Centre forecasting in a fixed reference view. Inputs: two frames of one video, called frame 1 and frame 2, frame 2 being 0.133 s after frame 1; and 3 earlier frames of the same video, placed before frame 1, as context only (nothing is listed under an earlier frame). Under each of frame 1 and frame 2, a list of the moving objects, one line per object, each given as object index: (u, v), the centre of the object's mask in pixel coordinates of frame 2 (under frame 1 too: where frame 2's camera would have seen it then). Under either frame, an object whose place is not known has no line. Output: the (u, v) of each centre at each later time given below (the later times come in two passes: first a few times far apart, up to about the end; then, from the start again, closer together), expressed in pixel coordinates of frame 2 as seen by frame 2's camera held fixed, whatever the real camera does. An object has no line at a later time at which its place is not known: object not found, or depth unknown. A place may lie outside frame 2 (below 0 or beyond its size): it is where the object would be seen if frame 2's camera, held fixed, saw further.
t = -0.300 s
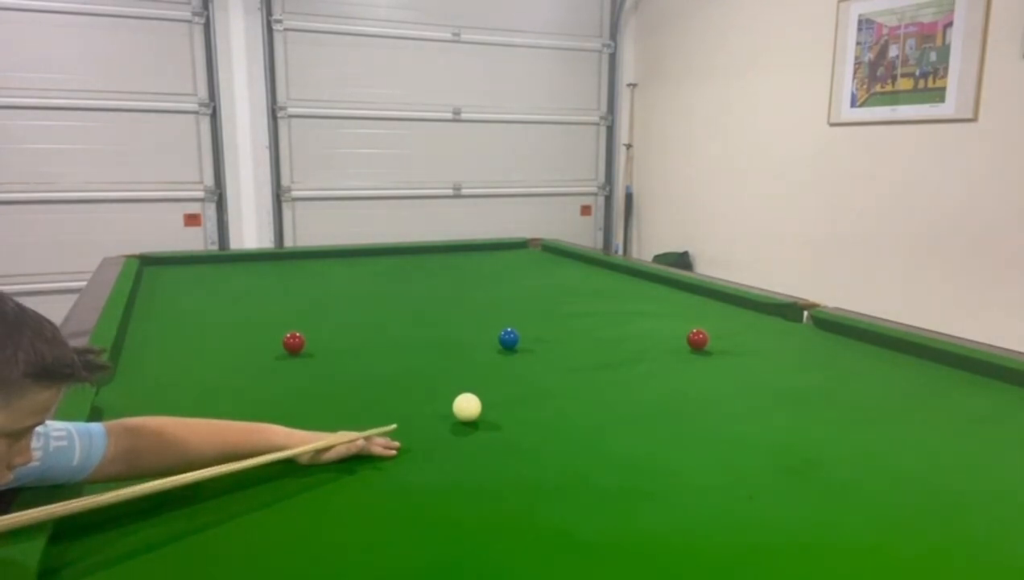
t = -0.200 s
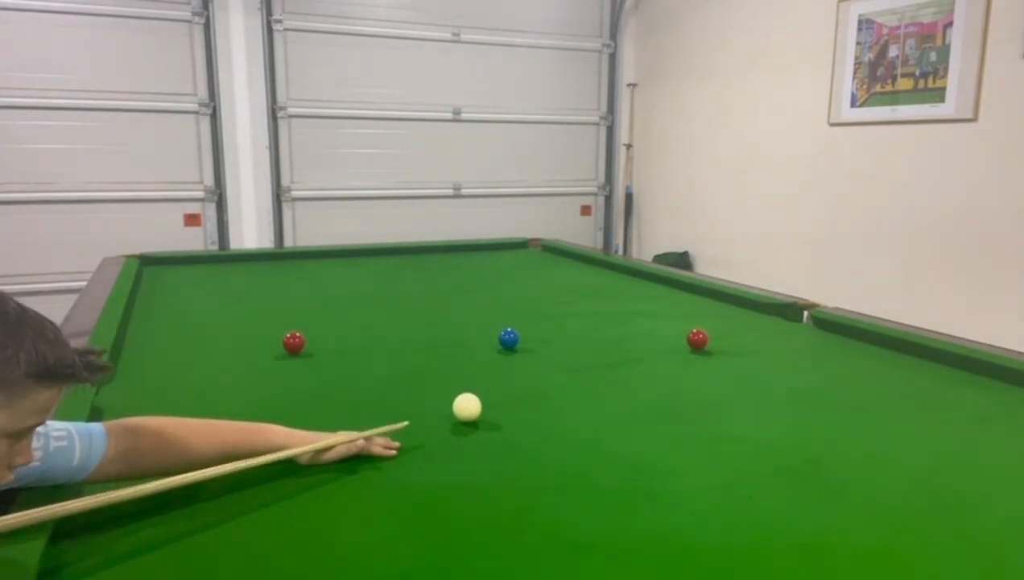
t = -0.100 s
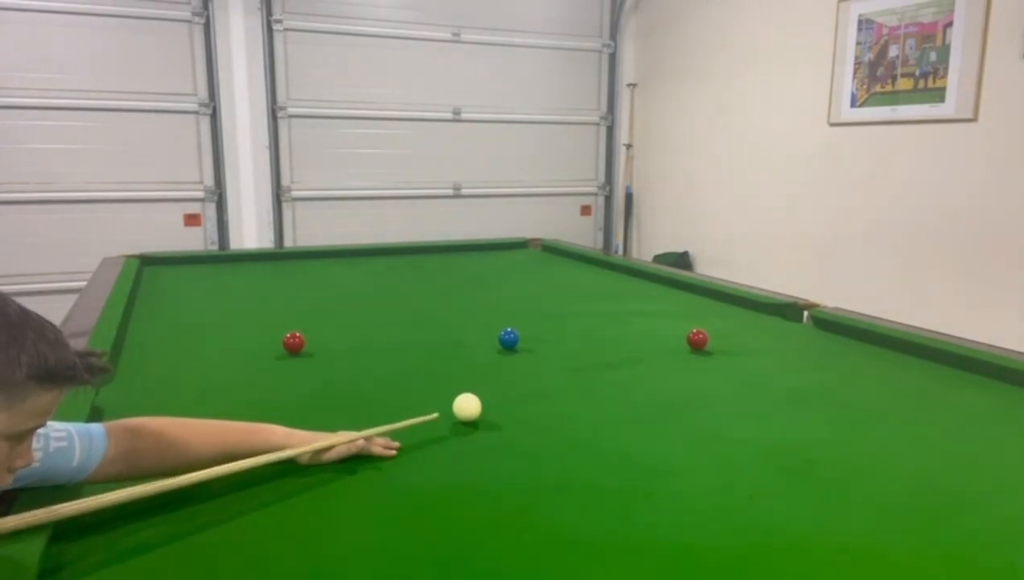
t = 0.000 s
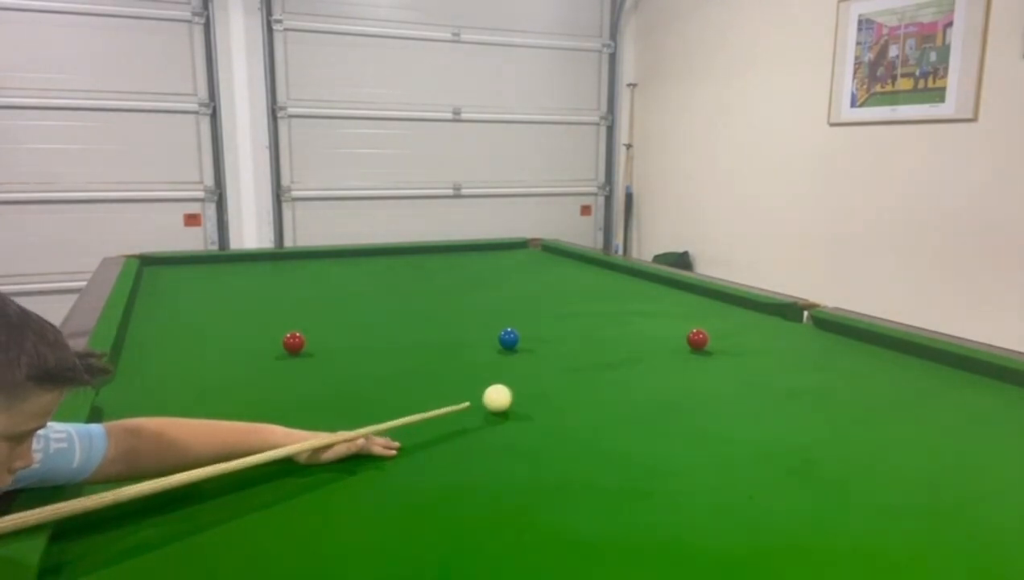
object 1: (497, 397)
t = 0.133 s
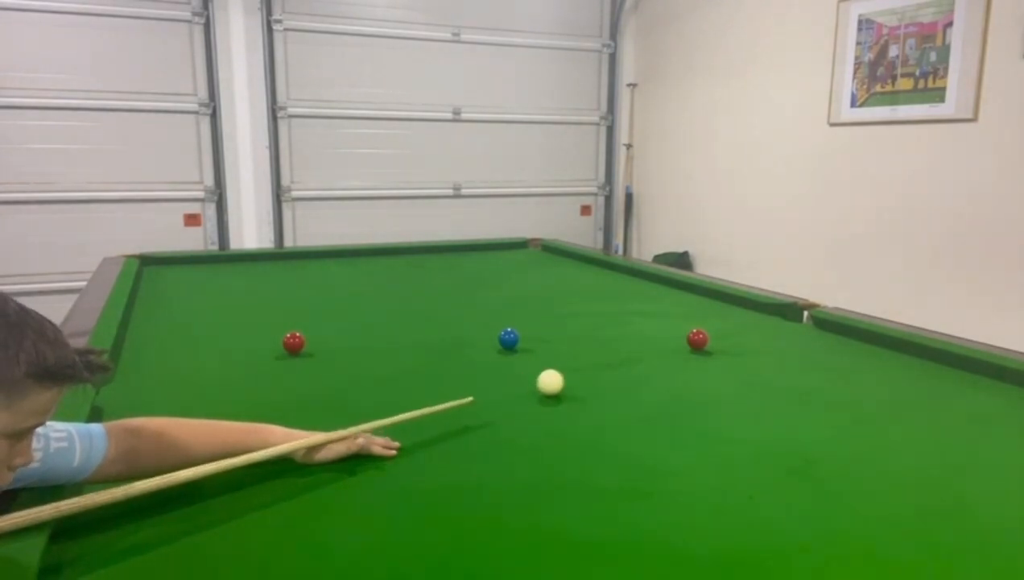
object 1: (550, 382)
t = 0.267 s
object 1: (591, 370)
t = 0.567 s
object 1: (667, 347)
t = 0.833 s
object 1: (692, 340)
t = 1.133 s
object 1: (705, 336)
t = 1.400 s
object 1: (715, 333)
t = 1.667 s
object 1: (724, 331)
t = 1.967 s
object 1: (733, 330)
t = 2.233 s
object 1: (738, 329)
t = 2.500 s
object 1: (742, 328)
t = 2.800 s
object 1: (743, 328)
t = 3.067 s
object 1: (743, 328)
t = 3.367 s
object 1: (743, 328)
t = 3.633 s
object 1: (743, 328)
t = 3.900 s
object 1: (743, 328)
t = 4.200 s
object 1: (743, 328)
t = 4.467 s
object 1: (743, 328)
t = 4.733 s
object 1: (743, 328)
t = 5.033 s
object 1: (743, 328)
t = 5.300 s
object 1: (743, 328)
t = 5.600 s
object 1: (743, 328)
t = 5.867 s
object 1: (743, 328)
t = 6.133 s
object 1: (743, 328)
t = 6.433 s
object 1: (743, 328)
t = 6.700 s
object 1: (743, 328)
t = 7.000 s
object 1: (743, 328)
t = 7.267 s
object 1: (743, 328)
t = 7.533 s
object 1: (743, 328)
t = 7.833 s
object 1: (743, 328)
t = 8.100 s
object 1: (743, 328)
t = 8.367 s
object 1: (743, 328)
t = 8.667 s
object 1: (743, 328)
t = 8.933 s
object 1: (743, 328)
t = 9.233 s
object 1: (743, 328)
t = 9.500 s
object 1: (743, 328)
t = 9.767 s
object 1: (743, 328)
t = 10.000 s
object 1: (743, 328)
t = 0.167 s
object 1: (561, 379)
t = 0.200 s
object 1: (571, 376)
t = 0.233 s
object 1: (581, 373)
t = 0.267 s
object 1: (591, 370)
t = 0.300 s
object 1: (600, 367)
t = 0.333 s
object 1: (610, 364)
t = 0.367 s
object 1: (619, 362)
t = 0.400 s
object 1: (627, 359)
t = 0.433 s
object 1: (636, 357)
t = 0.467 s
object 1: (644, 354)
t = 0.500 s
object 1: (652, 352)
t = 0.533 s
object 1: (660, 350)
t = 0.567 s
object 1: (667, 347)
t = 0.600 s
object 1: (675, 345)
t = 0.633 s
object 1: (682, 343)
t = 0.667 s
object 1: (684, 342)
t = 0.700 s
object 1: (685, 342)
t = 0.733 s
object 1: (687, 342)
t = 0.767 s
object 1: (688, 341)
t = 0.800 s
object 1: (690, 341)
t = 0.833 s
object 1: (692, 340)
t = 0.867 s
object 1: (693, 340)
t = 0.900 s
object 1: (695, 339)
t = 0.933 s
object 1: (696, 338)
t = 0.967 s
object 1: (698, 338)
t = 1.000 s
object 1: (699, 338)
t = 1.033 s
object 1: (701, 337)
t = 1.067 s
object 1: (702, 337)
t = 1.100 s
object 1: (703, 336)
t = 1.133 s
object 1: (705, 336)
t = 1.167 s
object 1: (706, 336)
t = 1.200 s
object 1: (708, 335)
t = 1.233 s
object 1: (709, 335)
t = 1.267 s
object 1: (710, 334)
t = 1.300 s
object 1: (712, 334)
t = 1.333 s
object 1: (713, 334)
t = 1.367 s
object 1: (714, 334)
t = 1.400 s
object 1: (715, 333)
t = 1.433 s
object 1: (717, 333)
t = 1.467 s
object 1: (718, 333)
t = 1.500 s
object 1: (719, 333)
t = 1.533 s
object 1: (720, 332)
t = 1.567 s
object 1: (721, 332)
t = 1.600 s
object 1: (722, 332)
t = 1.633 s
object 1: (723, 331)
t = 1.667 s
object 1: (724, 331)
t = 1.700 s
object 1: (726, 331)
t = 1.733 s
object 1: (726, 331)
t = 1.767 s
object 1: (727, 331)
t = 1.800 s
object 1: (728, 330)
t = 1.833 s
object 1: (729, 330)
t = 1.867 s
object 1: (730, 330)
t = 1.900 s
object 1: (731, 330)
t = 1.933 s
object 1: (732, 330)
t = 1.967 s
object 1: (733, 330)
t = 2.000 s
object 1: (734, 329)
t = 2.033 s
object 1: (734, 329)
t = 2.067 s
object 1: (735, 329)
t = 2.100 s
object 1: (736, 329)
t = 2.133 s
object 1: (736, 329)
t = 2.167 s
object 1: (737, 329)
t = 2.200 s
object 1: (738, 329)
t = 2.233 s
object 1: (738, 329)
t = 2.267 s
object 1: (739, 329)
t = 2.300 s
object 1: (739, 328)
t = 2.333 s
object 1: (740, 328)
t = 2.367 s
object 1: (740, 328)
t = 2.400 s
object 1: (741, 328)
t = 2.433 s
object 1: (741, 328)
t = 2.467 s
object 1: (741, 328)
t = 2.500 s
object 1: (742, 328)
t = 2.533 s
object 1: (742, 328)
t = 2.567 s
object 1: (742, 328)
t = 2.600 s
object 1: (742, 328)
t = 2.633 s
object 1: (743, 328)
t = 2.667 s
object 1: (743, 328)
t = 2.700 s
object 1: (743, 328)
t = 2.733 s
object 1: (743, 328)
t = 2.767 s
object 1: (743, 328)
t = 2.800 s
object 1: (743, 328)
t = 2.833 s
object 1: (743, 328)
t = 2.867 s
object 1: (743, 328)
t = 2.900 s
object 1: (743, 328)
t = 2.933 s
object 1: (743, 328)
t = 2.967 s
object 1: (743, 328)
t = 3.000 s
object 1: (743, 328)
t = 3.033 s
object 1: (743, 328)
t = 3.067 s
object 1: (743, 328)
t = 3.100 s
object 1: (743, 328)
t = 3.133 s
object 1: (743, 328)
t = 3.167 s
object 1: (743, 328)
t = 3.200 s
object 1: (743, 328)
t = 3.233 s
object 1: (743, 328)
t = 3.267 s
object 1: (743, 328)
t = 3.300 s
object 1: (743, 328)
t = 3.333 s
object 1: (743, 328)
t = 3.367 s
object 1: (743, 328)
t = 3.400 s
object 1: (743, 328)
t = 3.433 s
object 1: (743, 328)
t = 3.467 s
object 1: (743, 328)
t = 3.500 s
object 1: (743, 328)
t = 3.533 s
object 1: (743, 328)
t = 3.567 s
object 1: (743, 328)
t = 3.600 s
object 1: (743, 328)
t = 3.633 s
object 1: (743, 328)
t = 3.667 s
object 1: (743, 328)
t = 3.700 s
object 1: (743, 328)
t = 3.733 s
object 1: (743, 328)
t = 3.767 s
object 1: (743, 328)
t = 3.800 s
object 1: (743, 328)
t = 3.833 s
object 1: (743, 328)
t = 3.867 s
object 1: (743, 328)
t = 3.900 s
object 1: (743, 328)
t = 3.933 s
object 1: (743, 328)
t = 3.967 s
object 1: (743, 328)
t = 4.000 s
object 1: (743, 328)
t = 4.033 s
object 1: (743, 328)
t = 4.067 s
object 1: (743, 328)
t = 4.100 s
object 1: (743, 328)
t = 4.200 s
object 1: (743, 328)
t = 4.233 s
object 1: (743, 328)
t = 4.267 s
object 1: (743, 328)
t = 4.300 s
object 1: (743, 328)
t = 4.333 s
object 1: (743, 328)
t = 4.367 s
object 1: (743, 328)
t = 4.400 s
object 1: (743, 328)
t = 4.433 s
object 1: (743, 328)
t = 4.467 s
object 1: (743, 328)
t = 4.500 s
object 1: (743, 328)
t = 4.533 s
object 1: (743, 328)
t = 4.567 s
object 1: (743, 328)
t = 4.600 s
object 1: (743, 328)
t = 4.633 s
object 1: (743, 328)
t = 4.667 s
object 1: (743, 328)
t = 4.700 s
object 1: (743, 328)
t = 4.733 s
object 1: (743, 328)
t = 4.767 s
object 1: (743, 328)
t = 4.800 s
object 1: (743, 328)
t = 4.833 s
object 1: (743, 328)
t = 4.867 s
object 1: (743, 328)
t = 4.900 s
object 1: (743, 328)
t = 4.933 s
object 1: (743, 328)
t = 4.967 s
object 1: (743, 328)
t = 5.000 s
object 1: (743, 328)
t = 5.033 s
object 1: (743, 328)
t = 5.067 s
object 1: (743, 328)
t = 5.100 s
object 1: (743, 328)
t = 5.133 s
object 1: (743, 328)
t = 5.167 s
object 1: (743, 328)
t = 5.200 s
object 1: (743, 328)
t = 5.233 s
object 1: (743, 328)
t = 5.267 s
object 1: (743, 328)
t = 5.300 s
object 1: (743, 328)
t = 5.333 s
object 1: (743, 328)
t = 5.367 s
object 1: (743, 328)
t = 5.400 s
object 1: (743, 328)
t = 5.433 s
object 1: (743, 328)
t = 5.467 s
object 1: (743, 328)
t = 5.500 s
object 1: (743, 328)
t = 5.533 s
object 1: (743, 328)
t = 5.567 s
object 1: (743, 328)
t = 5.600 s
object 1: (743, 328)
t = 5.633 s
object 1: (743, 328)
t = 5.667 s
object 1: (743, 328)
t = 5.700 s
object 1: (743, 328)
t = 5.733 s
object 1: (743, 328)
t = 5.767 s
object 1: (743, 328)
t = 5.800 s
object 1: (743, 328)
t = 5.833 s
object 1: (743, 328)
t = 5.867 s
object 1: (743, 328)
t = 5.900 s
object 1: (743, 328)
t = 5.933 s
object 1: (743, 328)
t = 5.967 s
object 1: (743, 328)
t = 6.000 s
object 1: (743, 328)
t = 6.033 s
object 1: (743, 328)
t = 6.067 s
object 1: (743, 328)
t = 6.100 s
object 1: (743, 328)
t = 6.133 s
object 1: (743, 328)
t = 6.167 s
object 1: (743, 328)
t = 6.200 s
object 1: (743, 328)
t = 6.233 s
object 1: (743, 328)
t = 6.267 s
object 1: (743, 328)
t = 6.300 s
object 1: (743, 328)
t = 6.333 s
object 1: (743, 328)
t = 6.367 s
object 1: (743, 328)
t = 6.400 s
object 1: (743, 328)
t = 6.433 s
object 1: (743, 328)
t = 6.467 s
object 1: (743, 328)
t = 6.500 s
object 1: (743, 328)
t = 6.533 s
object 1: (743, 328)
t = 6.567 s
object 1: (743, 328)
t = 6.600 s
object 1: (743, 328)
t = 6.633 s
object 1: (743, 328)
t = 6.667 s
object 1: (743, 328)
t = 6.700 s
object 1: (743, 328)
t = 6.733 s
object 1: (743, 328)
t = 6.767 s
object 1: (743, 328)
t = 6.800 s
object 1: (743, 328)
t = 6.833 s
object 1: (743, 328)
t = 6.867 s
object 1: (743, 328)
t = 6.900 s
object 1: (743, 328)
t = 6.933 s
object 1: (743, 328)
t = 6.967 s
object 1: (743, 328)
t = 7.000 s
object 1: (743, 328)
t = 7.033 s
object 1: (743, 328)
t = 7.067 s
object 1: (743, 328)
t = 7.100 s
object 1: (743, 328)
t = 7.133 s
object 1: (743, 328)
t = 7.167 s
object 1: (743, 328)
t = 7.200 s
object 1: (743, 328)
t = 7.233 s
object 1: (743, 328)
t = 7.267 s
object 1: (743, 328)
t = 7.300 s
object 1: (743, 328)
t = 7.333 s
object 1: (743, 328)
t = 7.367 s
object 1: (743, 328)
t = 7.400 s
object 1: (743, 328)
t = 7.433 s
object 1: (743, 328)
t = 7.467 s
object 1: (743, 328)
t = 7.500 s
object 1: (743, 328)
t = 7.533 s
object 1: (743, 328)
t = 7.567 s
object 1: (743, 328)
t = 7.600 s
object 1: (743, 328)
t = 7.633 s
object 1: (743, 328)
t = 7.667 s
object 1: (743, 328)
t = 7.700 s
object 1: (743, 328)
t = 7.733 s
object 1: (743, 328)
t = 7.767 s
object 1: (743, 328)
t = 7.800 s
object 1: (743, 328)
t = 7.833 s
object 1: (743, 328)
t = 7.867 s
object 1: (743, 328)
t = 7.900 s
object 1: (743, 328)
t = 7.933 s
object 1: (743, 328)
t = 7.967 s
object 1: (743, 328)
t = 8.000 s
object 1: (743, 328)
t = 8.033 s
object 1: (743, 328)
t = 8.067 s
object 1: (743, 328)
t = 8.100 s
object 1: (743, 328)
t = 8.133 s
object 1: (743, 328)
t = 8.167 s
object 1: (743, 328)
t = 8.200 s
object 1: (743, 328)
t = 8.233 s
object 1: (743, 328)
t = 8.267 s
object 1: (743, 328)
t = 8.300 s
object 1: (743, 328)
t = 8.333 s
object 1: (743, 328)
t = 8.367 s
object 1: (743, 328)
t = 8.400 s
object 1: (743, 328)
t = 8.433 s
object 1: (743, 328)
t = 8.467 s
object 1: (743, 328)
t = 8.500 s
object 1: (743, 328)
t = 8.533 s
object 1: (743, 328)
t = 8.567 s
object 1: (743, 328)
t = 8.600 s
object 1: (743, 328)
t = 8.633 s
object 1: (743, 328)
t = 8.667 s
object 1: (743, 328)
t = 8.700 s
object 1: (743, 328)
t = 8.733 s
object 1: (743, 328)
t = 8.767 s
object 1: (743, 328)
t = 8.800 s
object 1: (743, 328)
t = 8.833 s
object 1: (743, 328)
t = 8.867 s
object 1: (743, 328)
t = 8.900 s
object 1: (743, 328)
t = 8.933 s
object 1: (743, 328)
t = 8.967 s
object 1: (743, 328)
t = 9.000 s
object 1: (743, 328)
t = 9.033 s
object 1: (743, 328)
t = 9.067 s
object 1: (743, 328)
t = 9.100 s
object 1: (743, 328)
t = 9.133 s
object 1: (743, 328)
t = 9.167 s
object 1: (743, 328)
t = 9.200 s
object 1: (743, 328)
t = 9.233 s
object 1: (743, 328)
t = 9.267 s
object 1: (743, 328)
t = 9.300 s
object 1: (743, 328)
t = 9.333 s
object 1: (743, 328)
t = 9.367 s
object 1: (743, 328)
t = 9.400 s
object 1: (743, 328)
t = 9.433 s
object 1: (743, 328)
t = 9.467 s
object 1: (743, 328)
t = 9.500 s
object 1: (743, 328)
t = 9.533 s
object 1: (743, 328)
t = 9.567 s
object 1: (743, 328)
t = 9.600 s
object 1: (743, 328)
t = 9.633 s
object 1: (743, 328)
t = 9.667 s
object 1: (743, 328)
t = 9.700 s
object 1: (743, 328)
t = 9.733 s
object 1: (743, 328)
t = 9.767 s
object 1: (743, 328)
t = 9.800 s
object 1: (743, 328)
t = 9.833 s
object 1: (743, 328)
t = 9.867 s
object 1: (743, 328)
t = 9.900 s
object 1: (743, 328)
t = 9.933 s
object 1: (743, 328)
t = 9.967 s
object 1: (743, 328)
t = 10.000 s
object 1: (743, 328)
